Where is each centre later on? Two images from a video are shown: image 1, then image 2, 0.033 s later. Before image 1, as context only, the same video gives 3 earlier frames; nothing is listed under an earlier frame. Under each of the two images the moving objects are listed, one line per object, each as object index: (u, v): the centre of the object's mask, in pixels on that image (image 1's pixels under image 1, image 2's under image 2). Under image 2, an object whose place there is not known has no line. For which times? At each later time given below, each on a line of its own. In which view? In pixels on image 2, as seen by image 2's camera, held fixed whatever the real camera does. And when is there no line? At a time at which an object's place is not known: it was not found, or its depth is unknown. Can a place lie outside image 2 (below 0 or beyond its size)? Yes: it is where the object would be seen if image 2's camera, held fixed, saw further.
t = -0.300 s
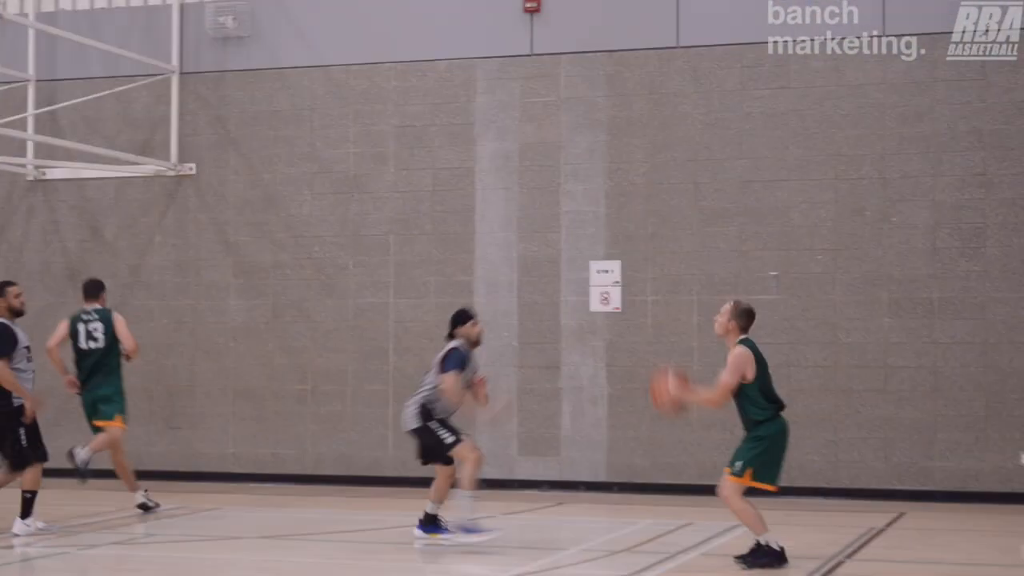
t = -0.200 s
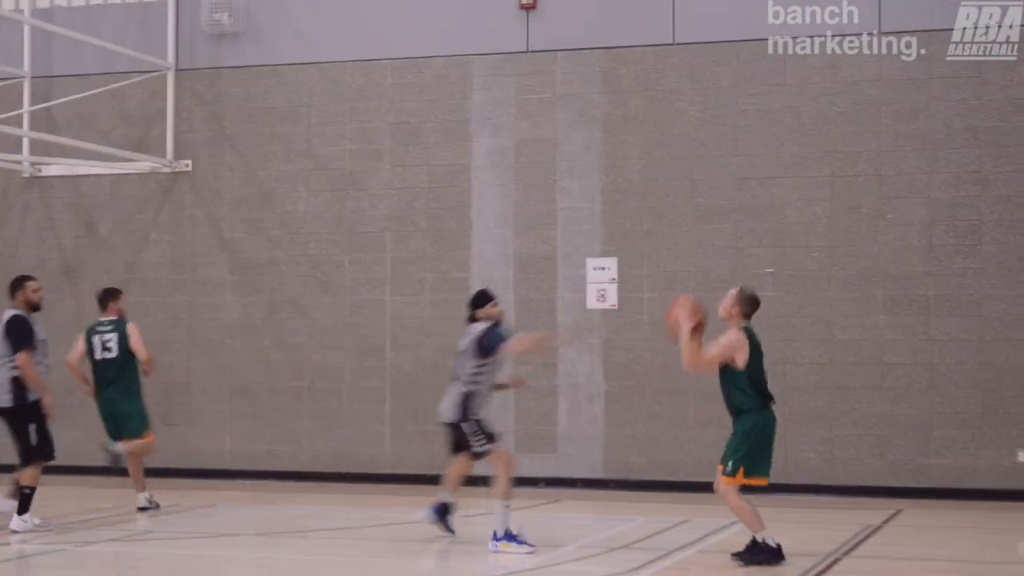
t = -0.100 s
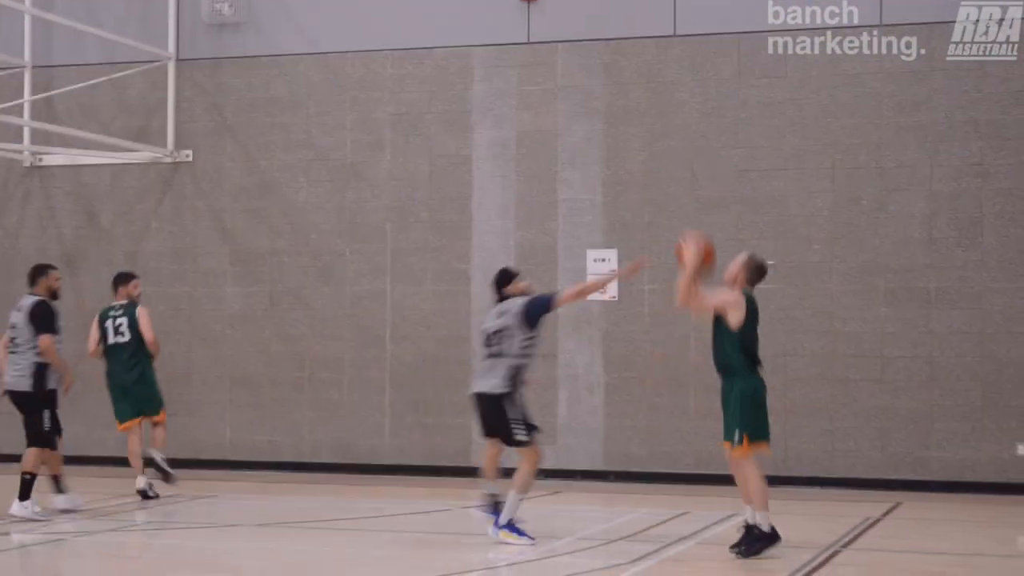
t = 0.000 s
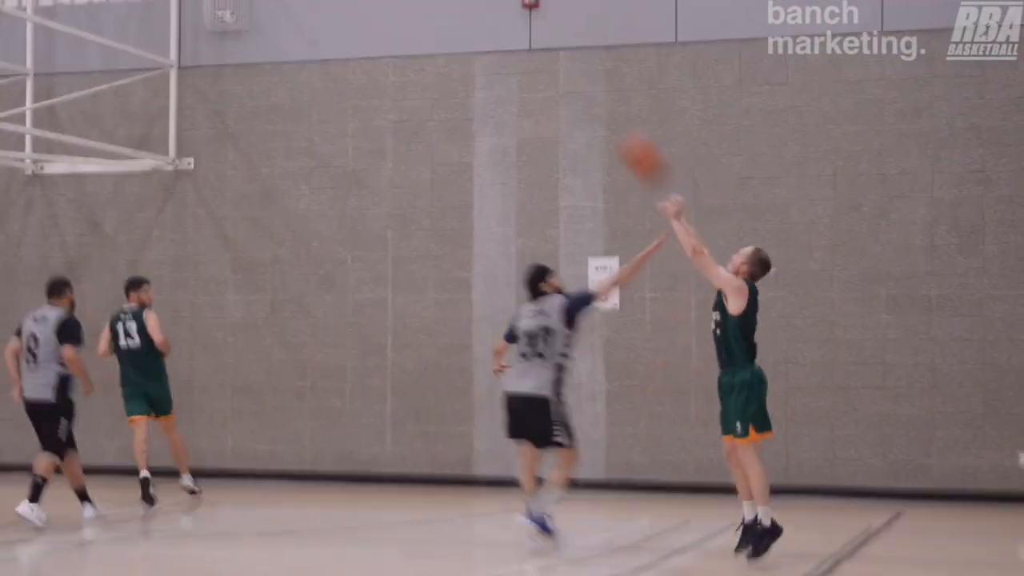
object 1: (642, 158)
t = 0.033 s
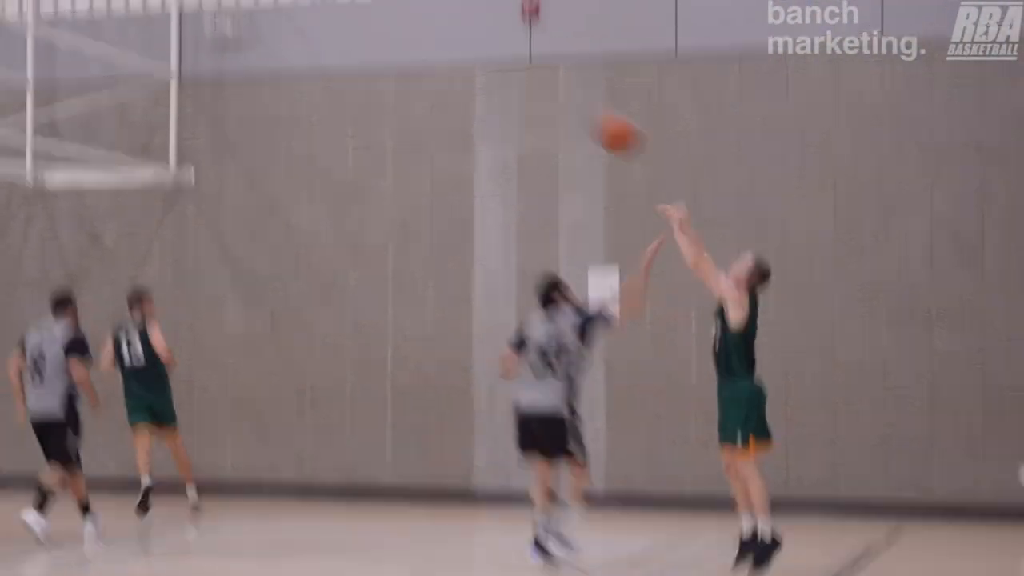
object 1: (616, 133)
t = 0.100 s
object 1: (565, 71)
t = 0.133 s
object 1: (541, 38)
